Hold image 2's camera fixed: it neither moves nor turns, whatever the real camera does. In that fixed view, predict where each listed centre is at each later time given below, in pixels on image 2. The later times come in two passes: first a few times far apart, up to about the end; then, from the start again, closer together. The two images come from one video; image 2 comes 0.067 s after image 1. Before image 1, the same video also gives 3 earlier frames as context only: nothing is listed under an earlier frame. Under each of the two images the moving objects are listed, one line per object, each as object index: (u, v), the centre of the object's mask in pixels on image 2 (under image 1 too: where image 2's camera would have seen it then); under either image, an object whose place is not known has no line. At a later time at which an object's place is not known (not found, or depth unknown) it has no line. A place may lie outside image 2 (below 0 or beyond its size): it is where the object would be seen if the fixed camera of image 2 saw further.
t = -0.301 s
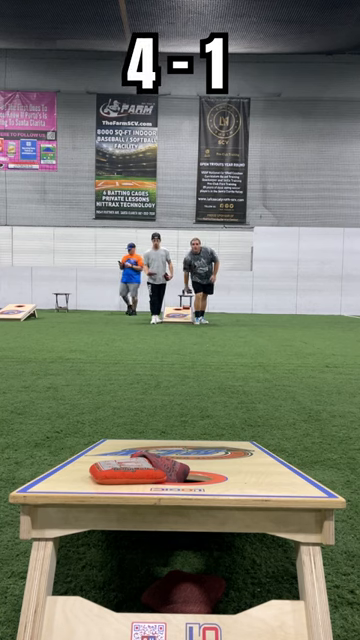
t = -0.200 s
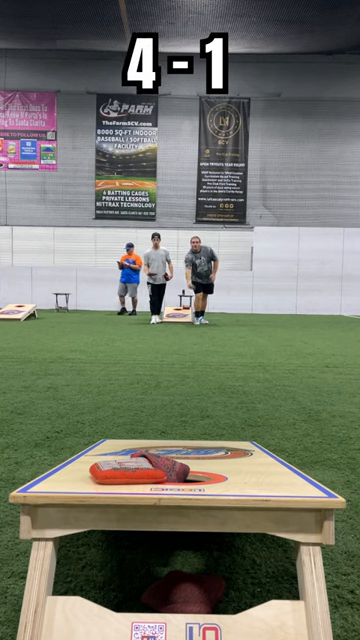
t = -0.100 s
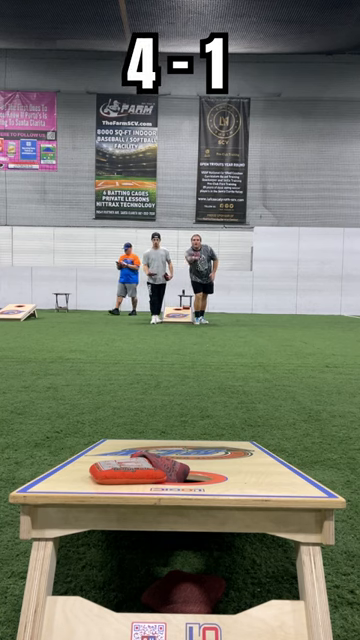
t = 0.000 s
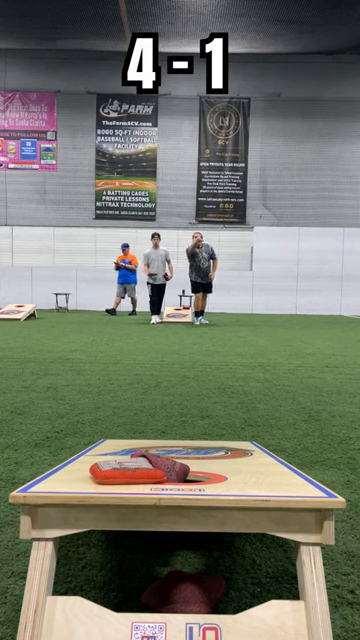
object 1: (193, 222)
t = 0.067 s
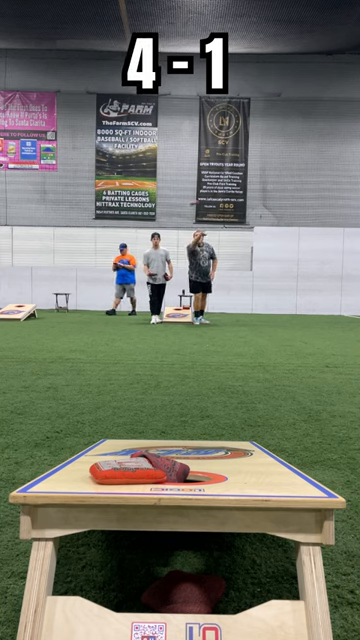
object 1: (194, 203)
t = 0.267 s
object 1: (195, 150)
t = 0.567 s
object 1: (198, 106)
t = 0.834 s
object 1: (200, 150)
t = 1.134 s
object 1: (198, 446)
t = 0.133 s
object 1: (194, 184)
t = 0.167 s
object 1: (194, 175)
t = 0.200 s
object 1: (194, 166)
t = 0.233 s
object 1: (196, 158)
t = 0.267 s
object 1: (195, 150)
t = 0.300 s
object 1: (195, 142)
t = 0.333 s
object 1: (196, 136)
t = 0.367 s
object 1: (196, 129)
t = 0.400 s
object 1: (197, 123)
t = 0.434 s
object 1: (196, 118)
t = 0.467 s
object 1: (197, 114)
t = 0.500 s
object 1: (197, 110)
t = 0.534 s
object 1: (198, 107)
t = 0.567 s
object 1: (198, 106)
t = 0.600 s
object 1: (198, 105)
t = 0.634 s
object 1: (198, 106)
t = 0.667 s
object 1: (198, 108)
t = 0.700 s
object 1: (198, 112)
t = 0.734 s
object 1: (199, 118)
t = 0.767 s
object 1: (198, 126)
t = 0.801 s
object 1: (199, 137)
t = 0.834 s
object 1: (200, 150)
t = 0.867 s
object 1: (199, 168)
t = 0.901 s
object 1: (199, 191)
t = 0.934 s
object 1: (199, 218)
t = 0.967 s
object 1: (198, 253)
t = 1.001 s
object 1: (198, 297)
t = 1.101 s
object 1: (197, 447)
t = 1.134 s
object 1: (198, 446)
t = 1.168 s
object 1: (196, 450)
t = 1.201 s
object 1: (199, 456)
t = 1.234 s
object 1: (201, 459)
